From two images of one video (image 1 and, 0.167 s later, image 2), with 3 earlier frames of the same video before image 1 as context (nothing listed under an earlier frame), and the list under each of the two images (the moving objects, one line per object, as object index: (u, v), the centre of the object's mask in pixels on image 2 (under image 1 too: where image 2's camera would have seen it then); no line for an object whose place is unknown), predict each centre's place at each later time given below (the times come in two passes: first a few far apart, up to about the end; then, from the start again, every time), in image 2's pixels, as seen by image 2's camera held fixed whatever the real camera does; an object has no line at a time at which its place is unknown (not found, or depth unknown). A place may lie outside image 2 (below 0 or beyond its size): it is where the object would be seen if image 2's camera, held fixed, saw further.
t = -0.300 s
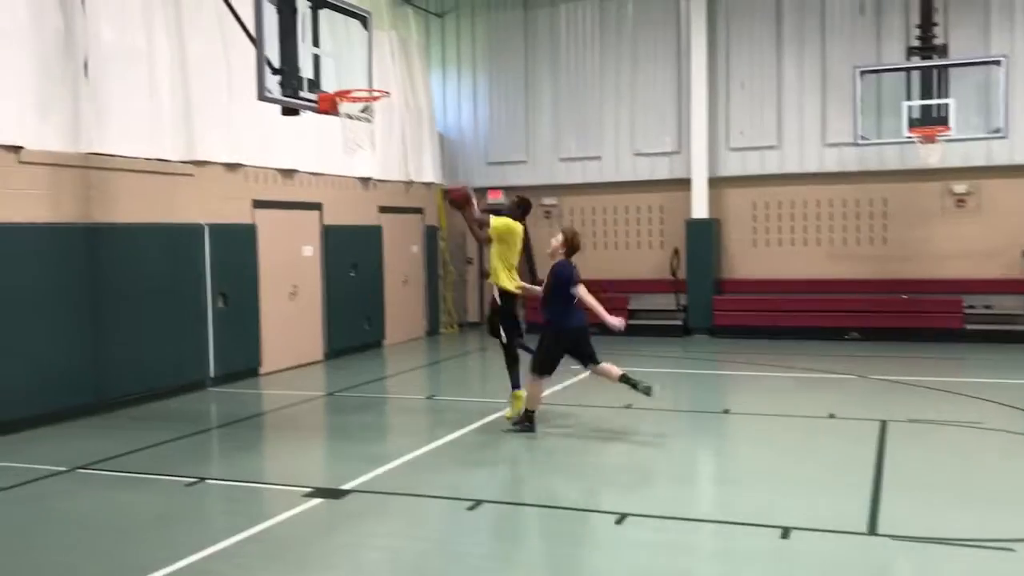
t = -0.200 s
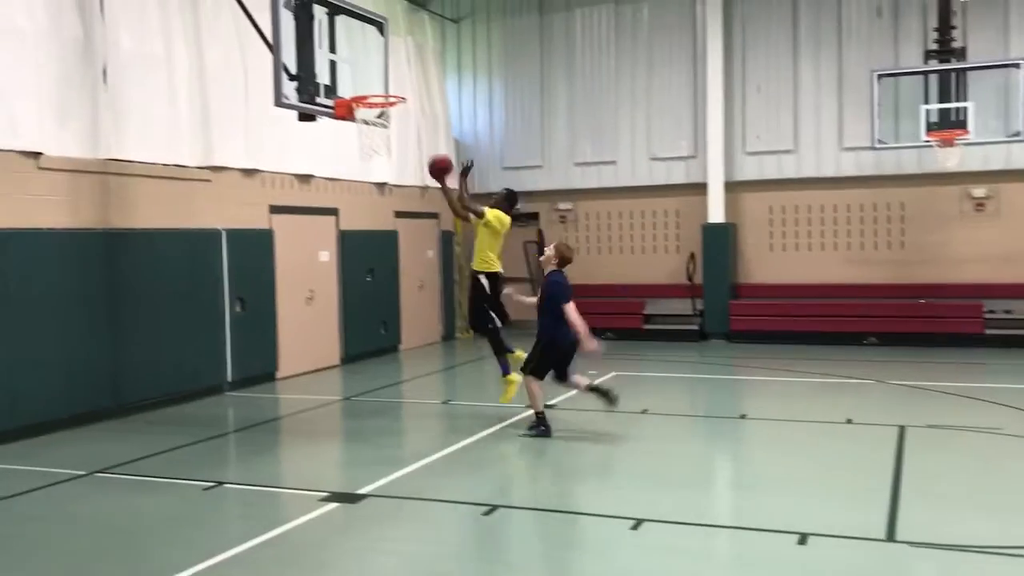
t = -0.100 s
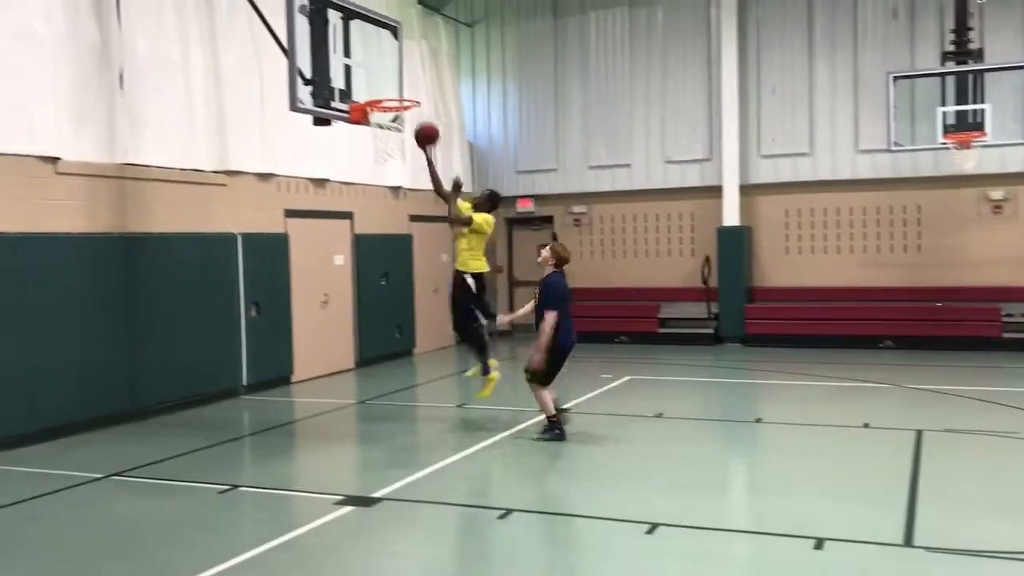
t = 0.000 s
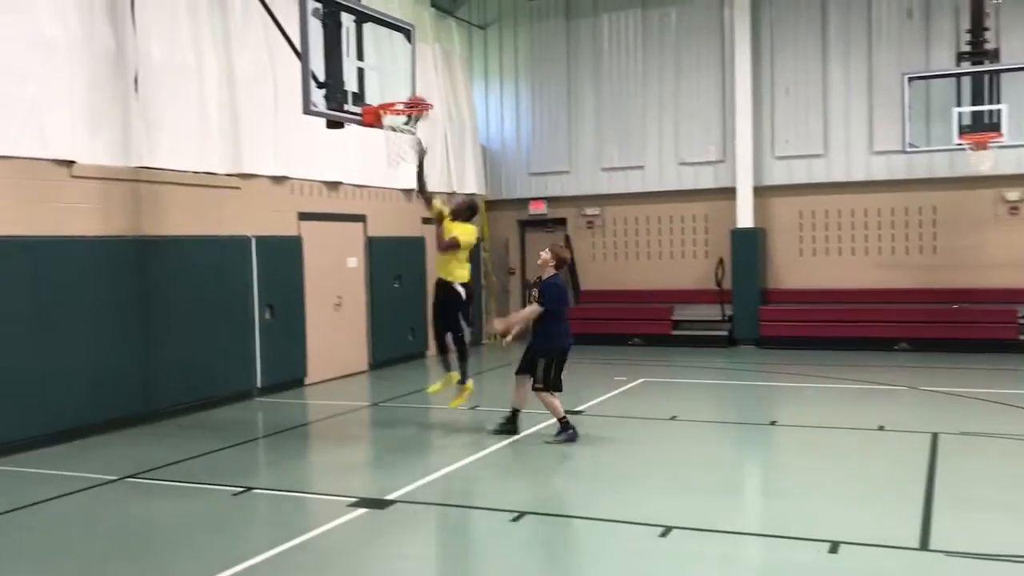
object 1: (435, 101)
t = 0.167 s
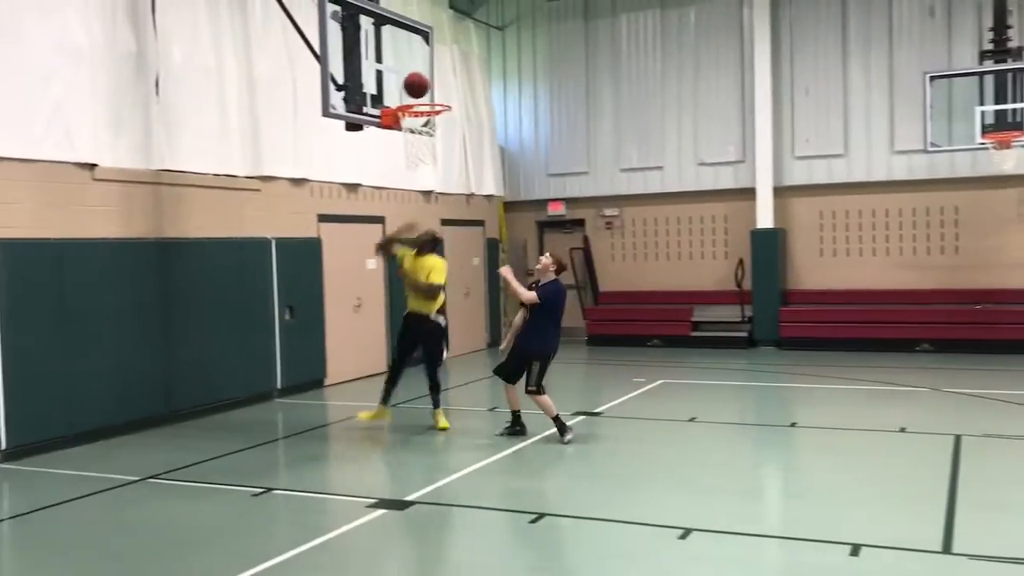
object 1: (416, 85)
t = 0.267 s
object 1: (424, 84)
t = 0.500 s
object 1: (423, 111)
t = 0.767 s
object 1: (400, 151)
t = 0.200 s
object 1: (419, 83)
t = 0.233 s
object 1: (421, 83)
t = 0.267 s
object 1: (424, 84)
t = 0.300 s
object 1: (427, 85)
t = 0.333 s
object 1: (430, 89)
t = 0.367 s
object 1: (434, 92)
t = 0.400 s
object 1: (437, 95)
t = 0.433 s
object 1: (435, 97)
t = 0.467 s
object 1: (429, 99)
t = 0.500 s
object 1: (423, 111)
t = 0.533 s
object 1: (418, 118)
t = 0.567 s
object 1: (411, 123)
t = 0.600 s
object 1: (405, 129)
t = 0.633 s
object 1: (401, 137)
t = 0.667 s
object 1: (399, 141)
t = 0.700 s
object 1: (399, 142)
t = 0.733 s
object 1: (399, 146)
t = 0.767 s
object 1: (400, 151)
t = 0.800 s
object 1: (400, 157)
